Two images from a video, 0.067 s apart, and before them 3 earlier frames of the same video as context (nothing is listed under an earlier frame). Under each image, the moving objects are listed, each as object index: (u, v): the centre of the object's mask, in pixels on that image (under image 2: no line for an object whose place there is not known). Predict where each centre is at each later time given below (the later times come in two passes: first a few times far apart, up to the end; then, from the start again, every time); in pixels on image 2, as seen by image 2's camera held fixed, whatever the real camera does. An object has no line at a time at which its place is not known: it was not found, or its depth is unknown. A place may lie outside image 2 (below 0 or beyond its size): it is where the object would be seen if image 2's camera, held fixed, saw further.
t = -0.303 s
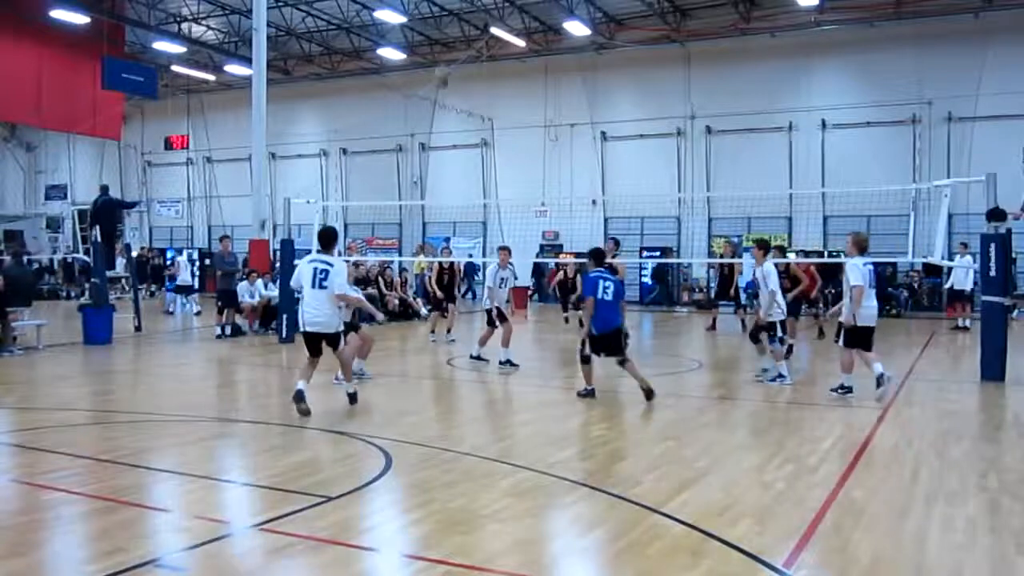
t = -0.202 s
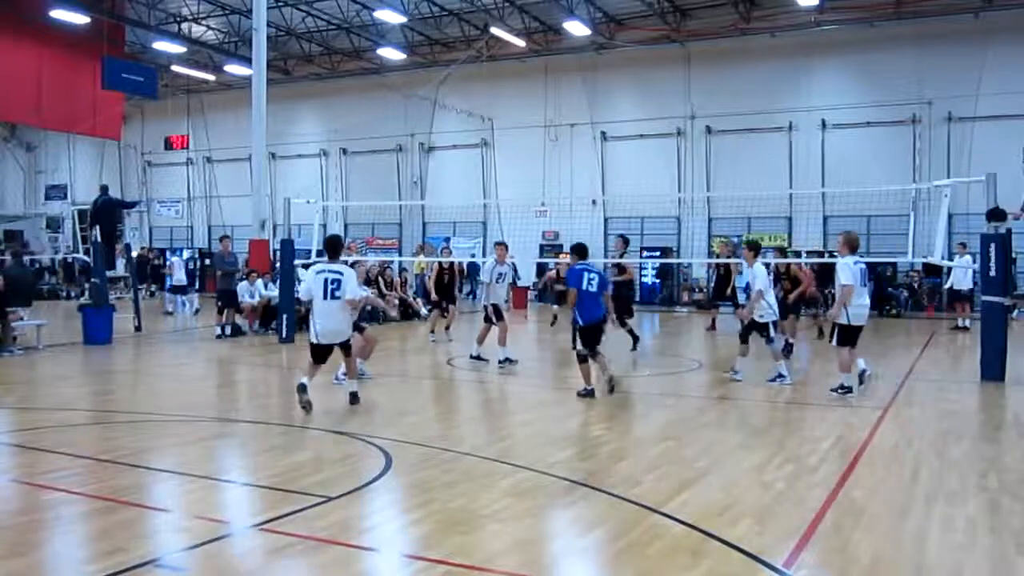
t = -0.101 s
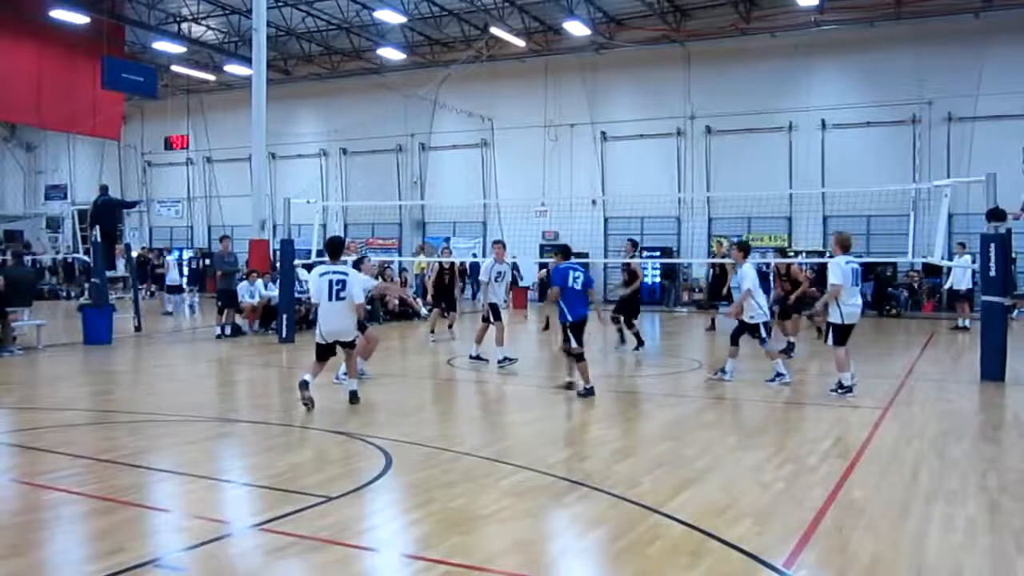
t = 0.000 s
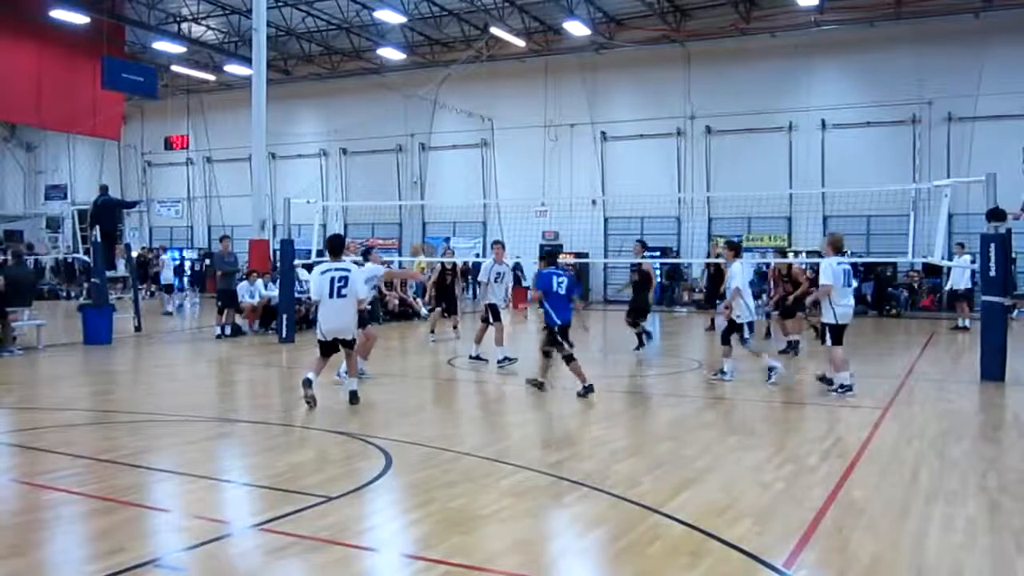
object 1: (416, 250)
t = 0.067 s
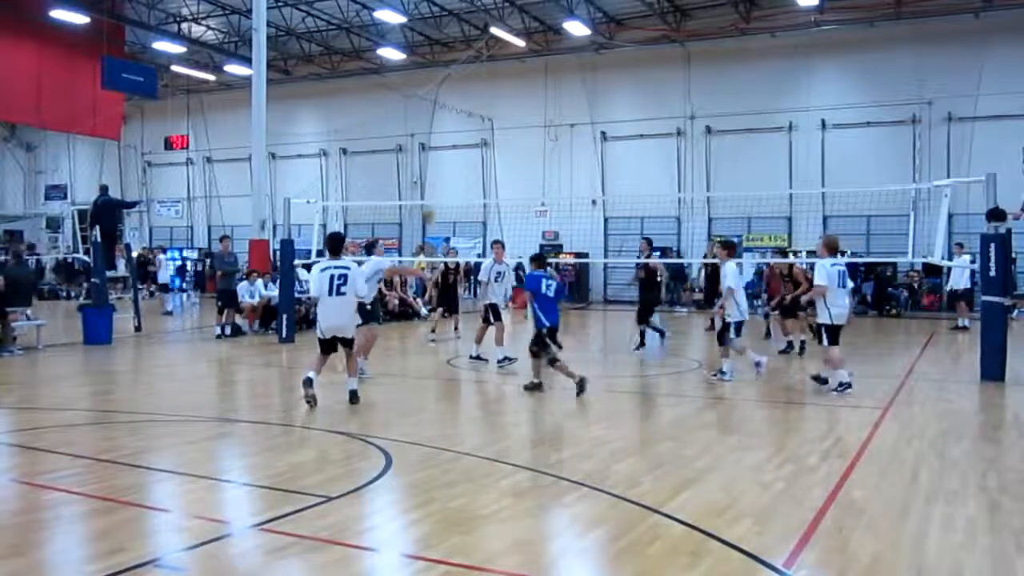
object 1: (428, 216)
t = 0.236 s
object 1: (450, 148)
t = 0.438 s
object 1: (472, 109)
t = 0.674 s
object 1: (493, 97)
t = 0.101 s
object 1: (434, 199)
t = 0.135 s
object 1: (437, 185)
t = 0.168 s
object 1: (441, 172)
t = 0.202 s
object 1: (445, 160)
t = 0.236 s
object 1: (450, 148)
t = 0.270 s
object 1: (454, 138)
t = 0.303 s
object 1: (457, 130)
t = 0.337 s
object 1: (462, 122)
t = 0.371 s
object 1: (466, 117)
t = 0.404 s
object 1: (470, 110)
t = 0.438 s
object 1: (472, 109)
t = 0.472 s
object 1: (478, 101)
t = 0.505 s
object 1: (479, 99)
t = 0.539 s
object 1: (482, 99)
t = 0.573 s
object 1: (484, 96)
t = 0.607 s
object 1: (487, 96)
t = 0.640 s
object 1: (491, 97)
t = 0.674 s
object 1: (493, 97)
